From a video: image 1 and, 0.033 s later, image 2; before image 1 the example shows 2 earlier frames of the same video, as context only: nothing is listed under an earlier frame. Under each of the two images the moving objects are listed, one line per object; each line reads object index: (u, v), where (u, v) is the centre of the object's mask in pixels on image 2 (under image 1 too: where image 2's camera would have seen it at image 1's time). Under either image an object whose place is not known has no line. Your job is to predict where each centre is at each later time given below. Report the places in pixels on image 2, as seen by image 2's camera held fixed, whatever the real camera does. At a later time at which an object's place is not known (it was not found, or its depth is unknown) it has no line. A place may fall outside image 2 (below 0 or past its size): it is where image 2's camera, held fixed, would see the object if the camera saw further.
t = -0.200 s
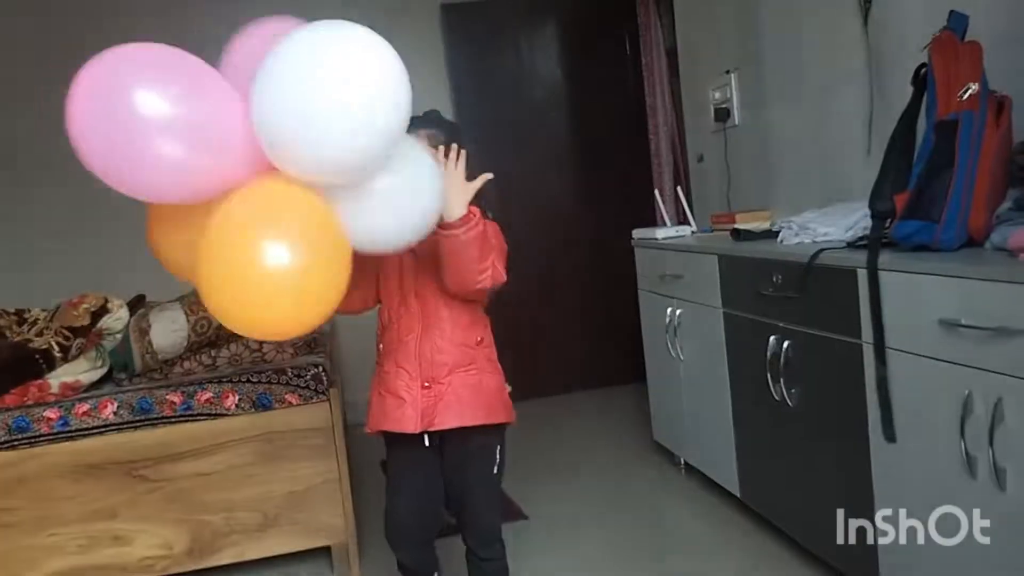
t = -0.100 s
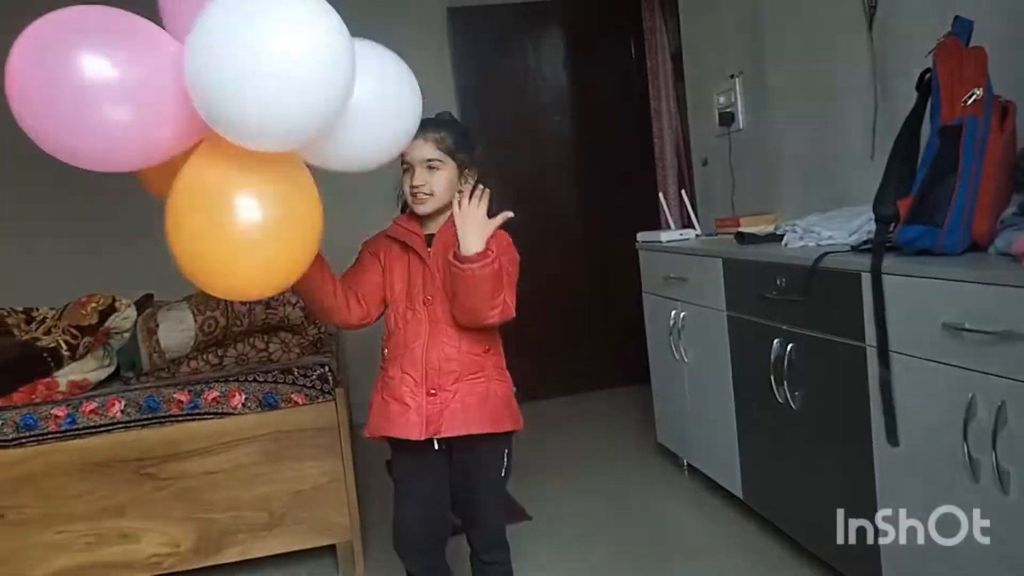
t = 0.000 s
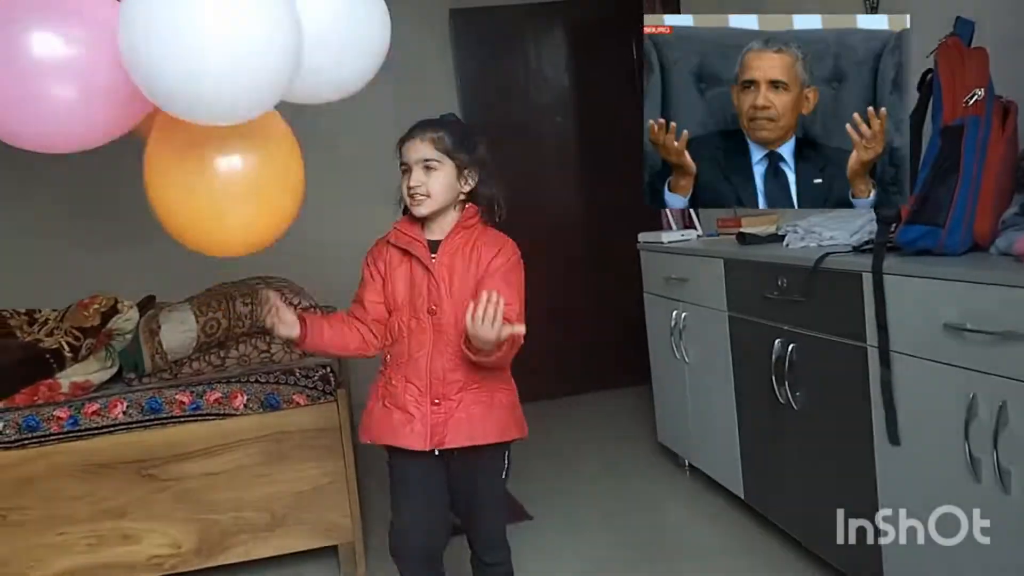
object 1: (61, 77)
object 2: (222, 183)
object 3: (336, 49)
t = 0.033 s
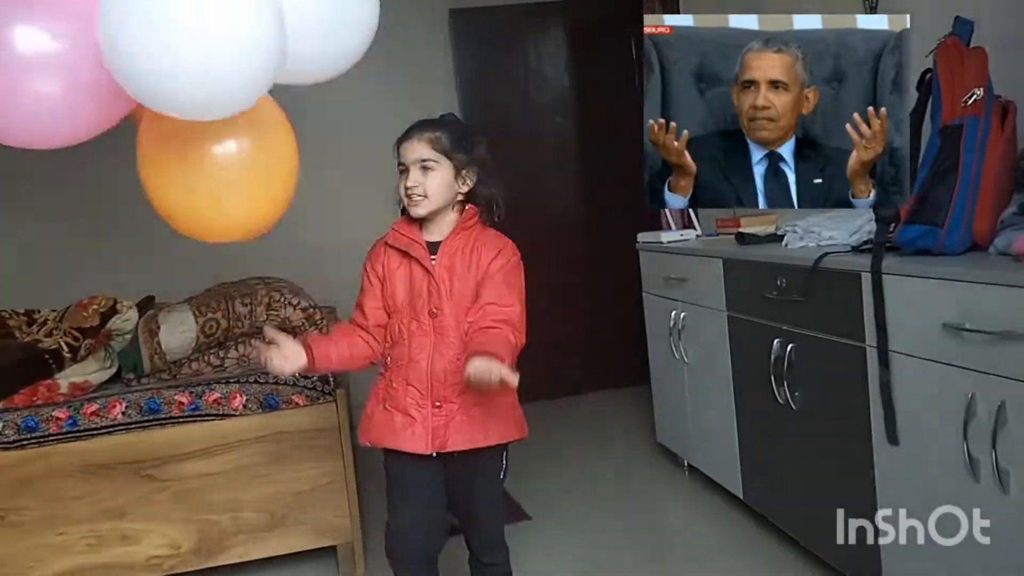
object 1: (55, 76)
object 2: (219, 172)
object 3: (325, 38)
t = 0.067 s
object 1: (46, 75)
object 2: (215, 160)
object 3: (308, 29)
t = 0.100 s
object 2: (211, 146)
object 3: (291, 21)
